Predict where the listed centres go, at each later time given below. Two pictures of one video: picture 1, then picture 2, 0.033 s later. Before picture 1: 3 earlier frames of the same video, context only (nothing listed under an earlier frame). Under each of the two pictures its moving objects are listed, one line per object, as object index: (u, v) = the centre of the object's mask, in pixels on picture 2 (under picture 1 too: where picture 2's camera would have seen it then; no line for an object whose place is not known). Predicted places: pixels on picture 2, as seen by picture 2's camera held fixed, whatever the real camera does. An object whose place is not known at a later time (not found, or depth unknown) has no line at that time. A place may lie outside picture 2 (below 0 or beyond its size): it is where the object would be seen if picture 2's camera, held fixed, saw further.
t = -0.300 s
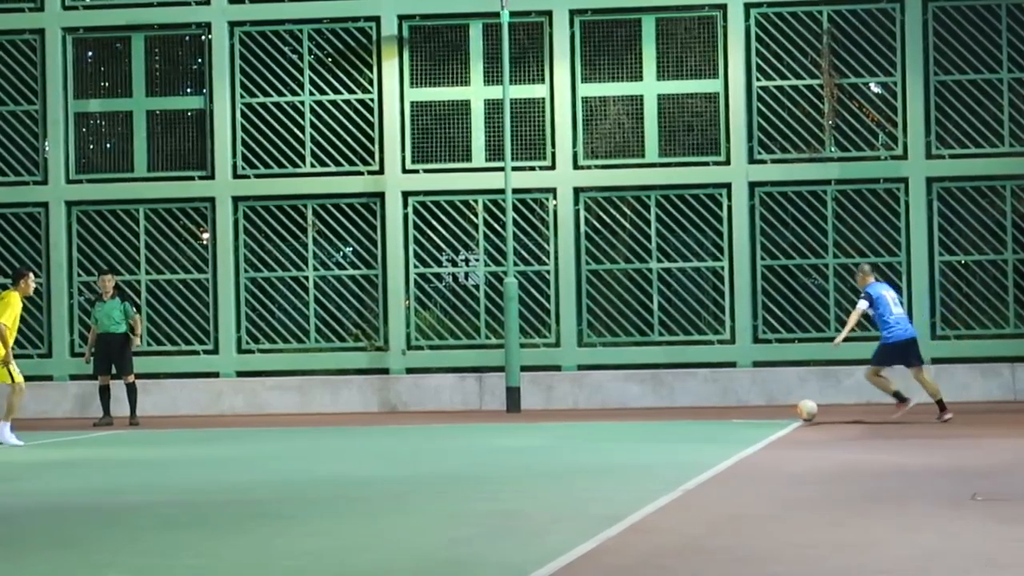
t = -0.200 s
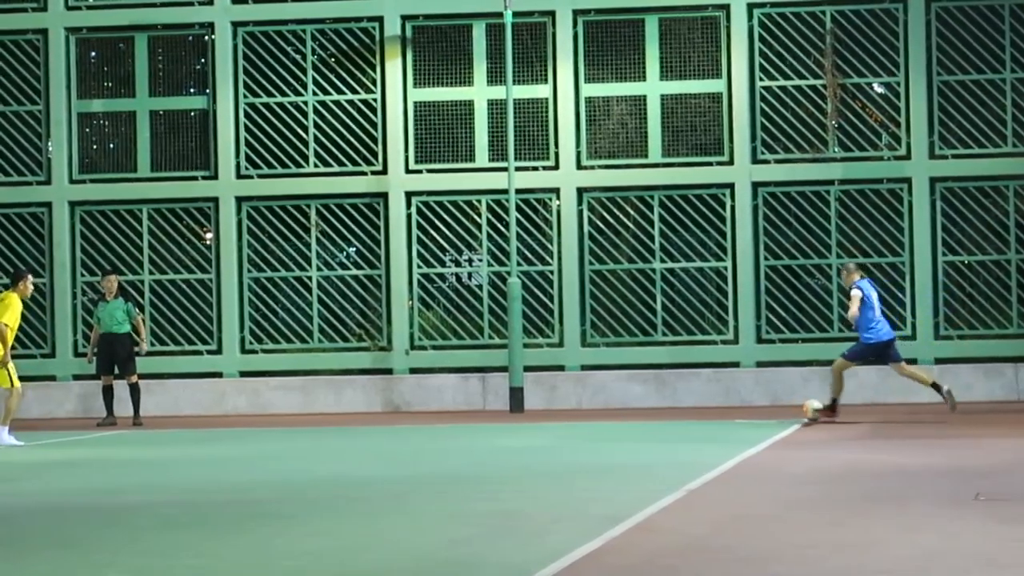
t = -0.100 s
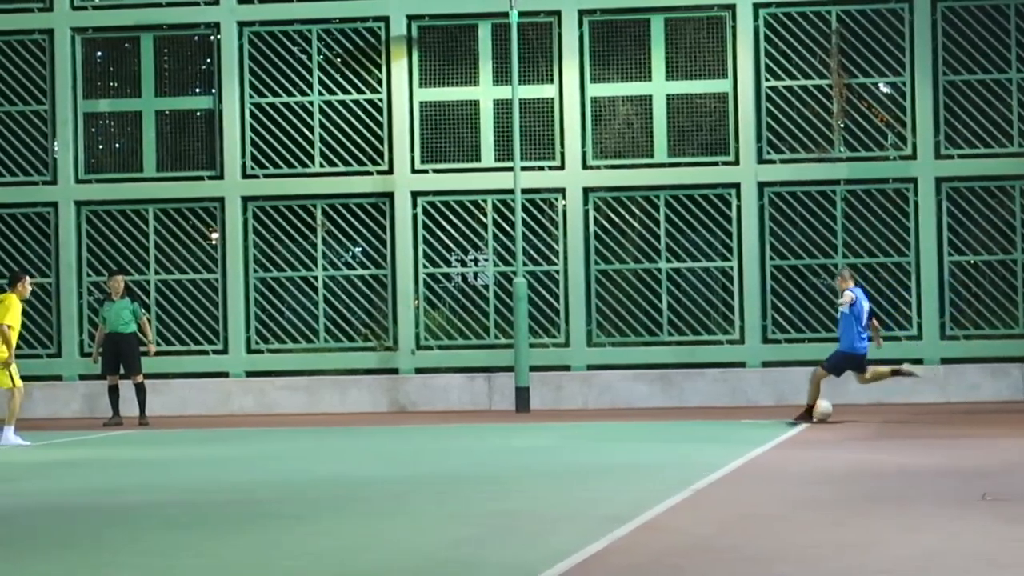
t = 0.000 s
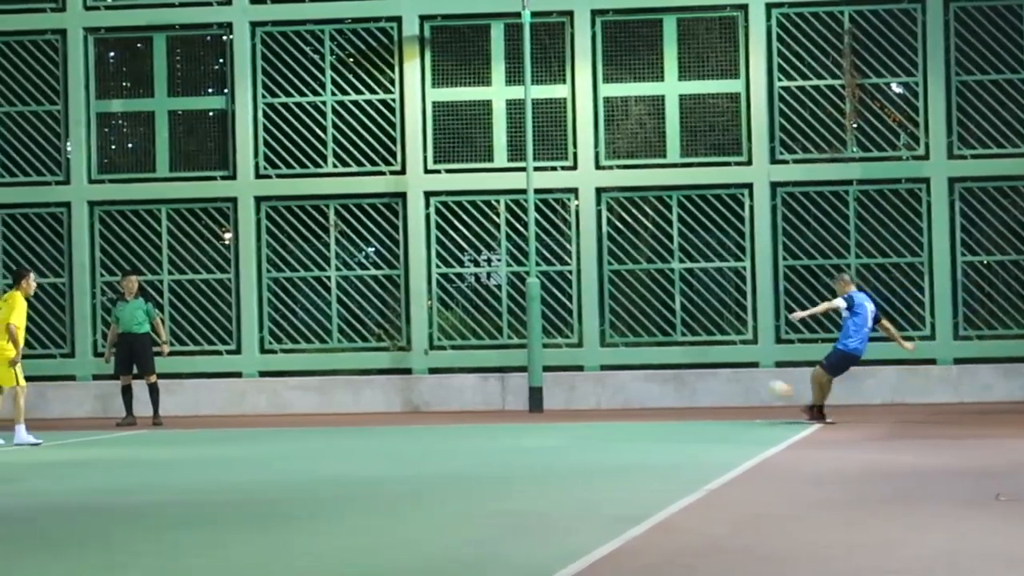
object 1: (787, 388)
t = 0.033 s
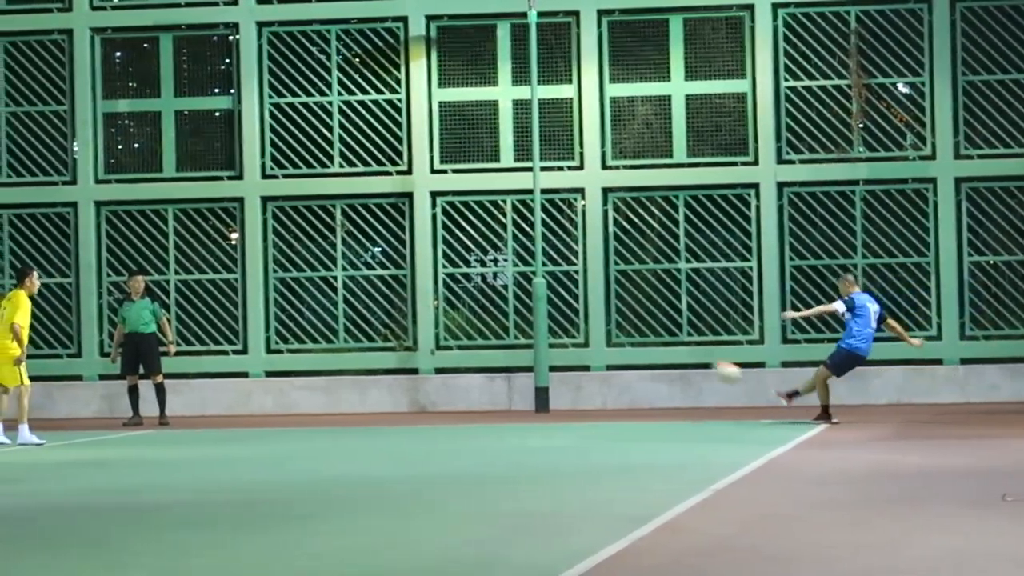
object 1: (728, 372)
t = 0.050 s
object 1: (696, 360)
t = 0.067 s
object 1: (667, 350)
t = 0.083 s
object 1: (637, 340)
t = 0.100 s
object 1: (609, 333)
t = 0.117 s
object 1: (578, 324)
